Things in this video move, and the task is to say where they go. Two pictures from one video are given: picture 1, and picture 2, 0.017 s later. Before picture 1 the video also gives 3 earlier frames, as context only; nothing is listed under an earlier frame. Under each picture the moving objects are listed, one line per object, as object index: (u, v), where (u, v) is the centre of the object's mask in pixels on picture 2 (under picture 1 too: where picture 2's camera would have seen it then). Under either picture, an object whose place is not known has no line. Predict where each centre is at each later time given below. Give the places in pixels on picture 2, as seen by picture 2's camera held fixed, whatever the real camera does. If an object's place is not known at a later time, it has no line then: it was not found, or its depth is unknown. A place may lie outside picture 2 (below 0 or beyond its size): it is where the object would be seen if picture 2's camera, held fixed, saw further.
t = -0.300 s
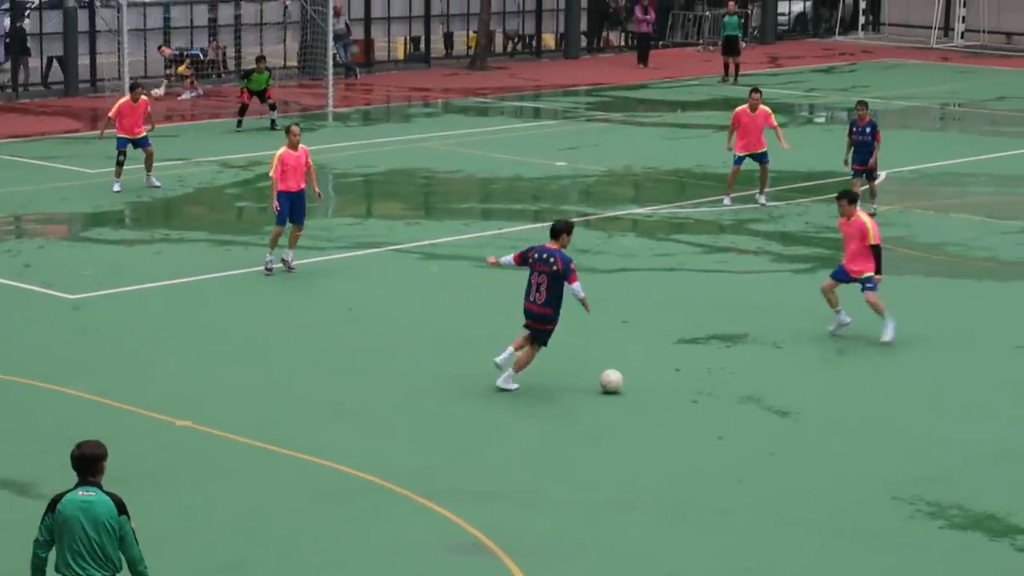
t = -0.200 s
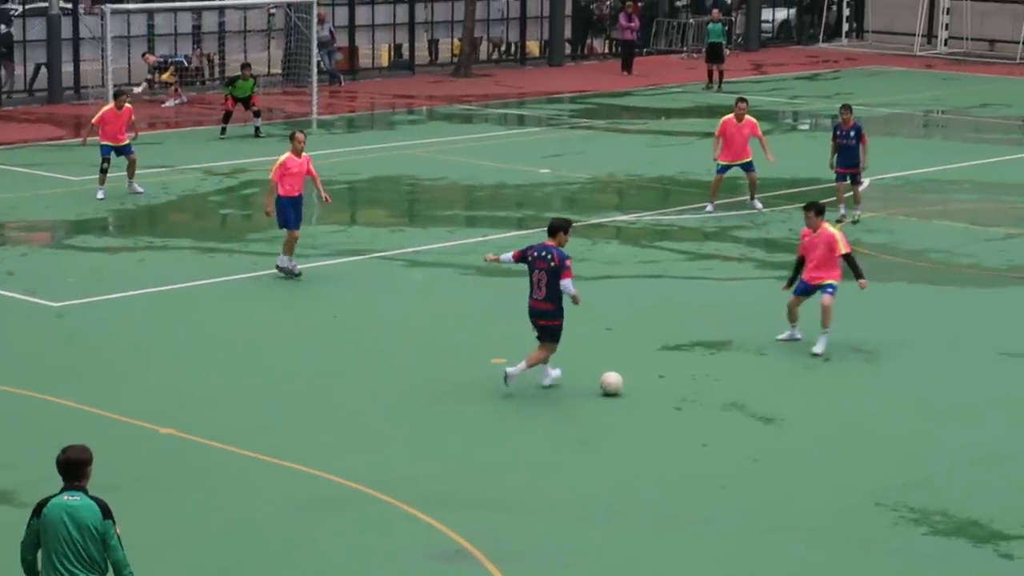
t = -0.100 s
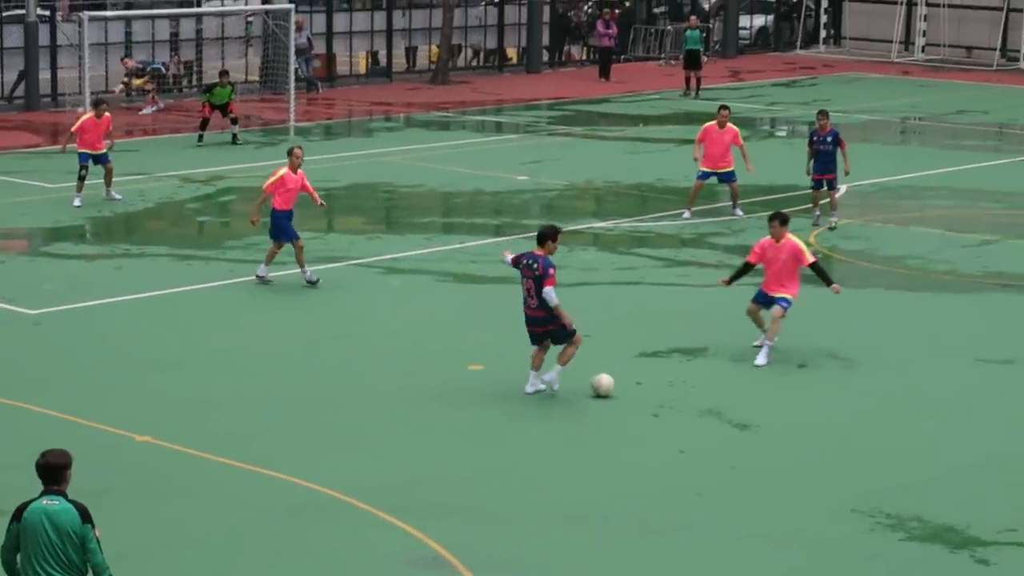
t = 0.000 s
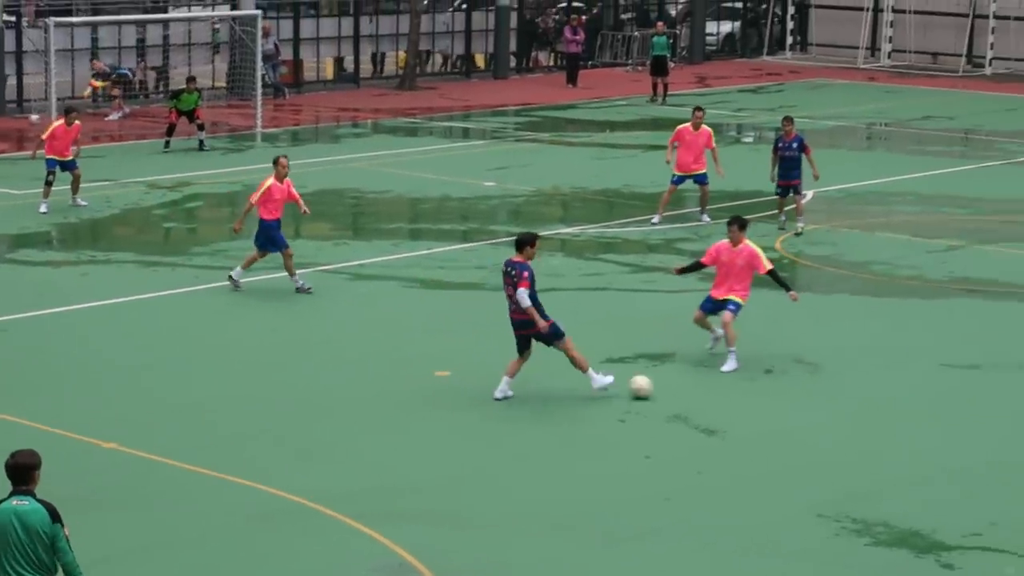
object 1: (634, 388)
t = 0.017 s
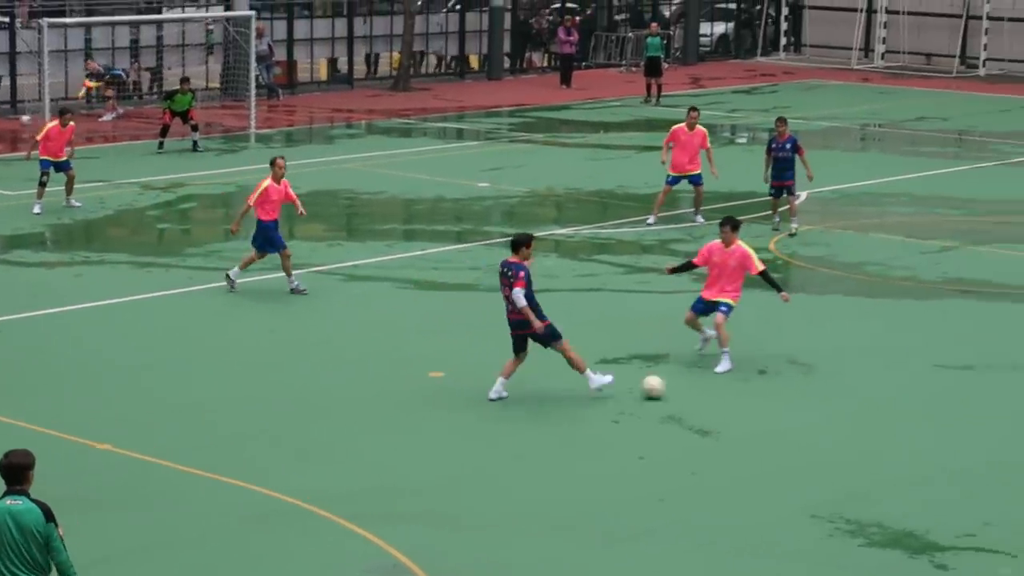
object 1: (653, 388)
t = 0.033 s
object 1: (672, 387)
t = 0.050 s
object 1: (689, 386)
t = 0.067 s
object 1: (708, 386)
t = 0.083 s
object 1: (726, 385)
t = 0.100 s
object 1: (744, 385)
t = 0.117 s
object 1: (761, 384)
